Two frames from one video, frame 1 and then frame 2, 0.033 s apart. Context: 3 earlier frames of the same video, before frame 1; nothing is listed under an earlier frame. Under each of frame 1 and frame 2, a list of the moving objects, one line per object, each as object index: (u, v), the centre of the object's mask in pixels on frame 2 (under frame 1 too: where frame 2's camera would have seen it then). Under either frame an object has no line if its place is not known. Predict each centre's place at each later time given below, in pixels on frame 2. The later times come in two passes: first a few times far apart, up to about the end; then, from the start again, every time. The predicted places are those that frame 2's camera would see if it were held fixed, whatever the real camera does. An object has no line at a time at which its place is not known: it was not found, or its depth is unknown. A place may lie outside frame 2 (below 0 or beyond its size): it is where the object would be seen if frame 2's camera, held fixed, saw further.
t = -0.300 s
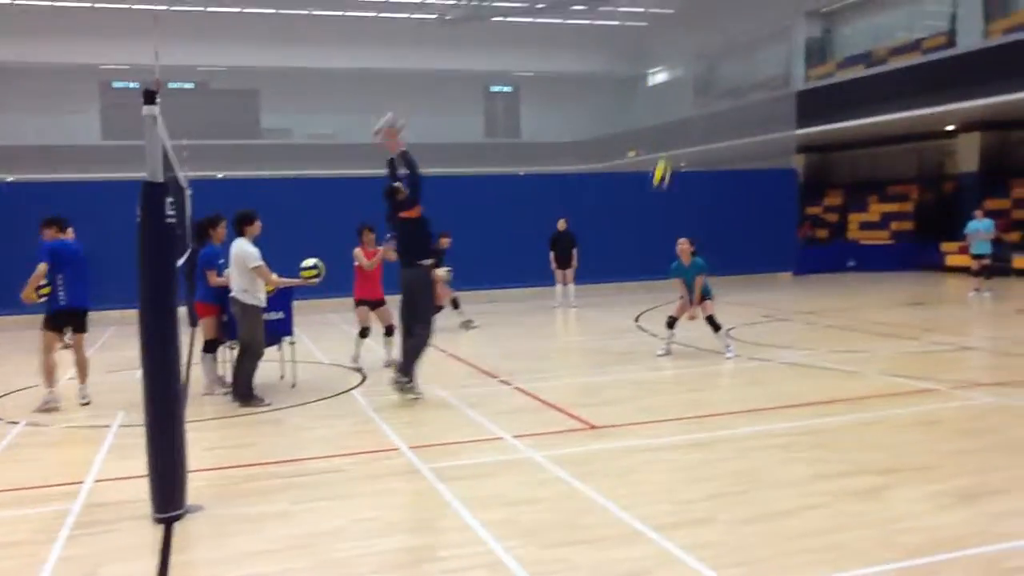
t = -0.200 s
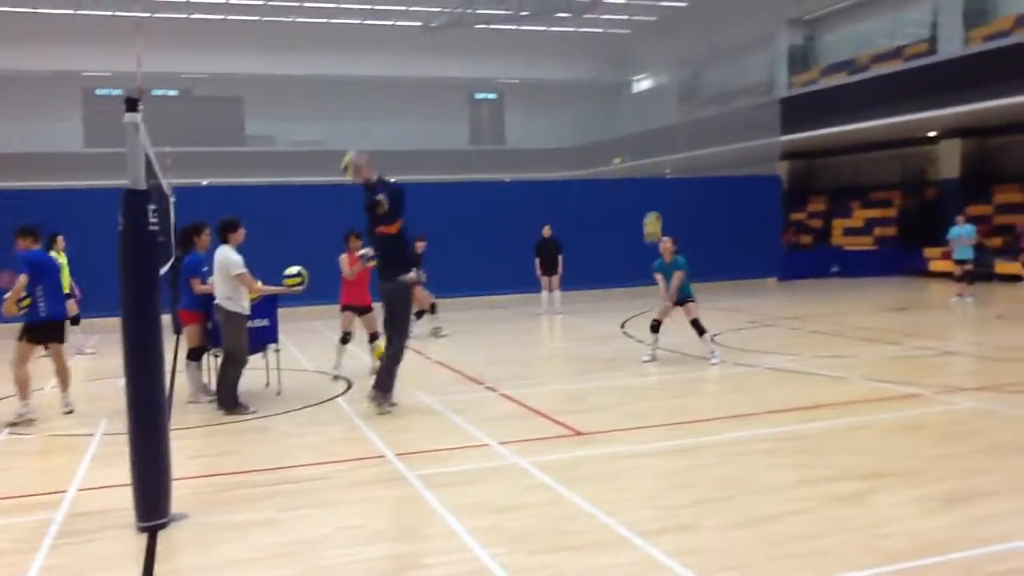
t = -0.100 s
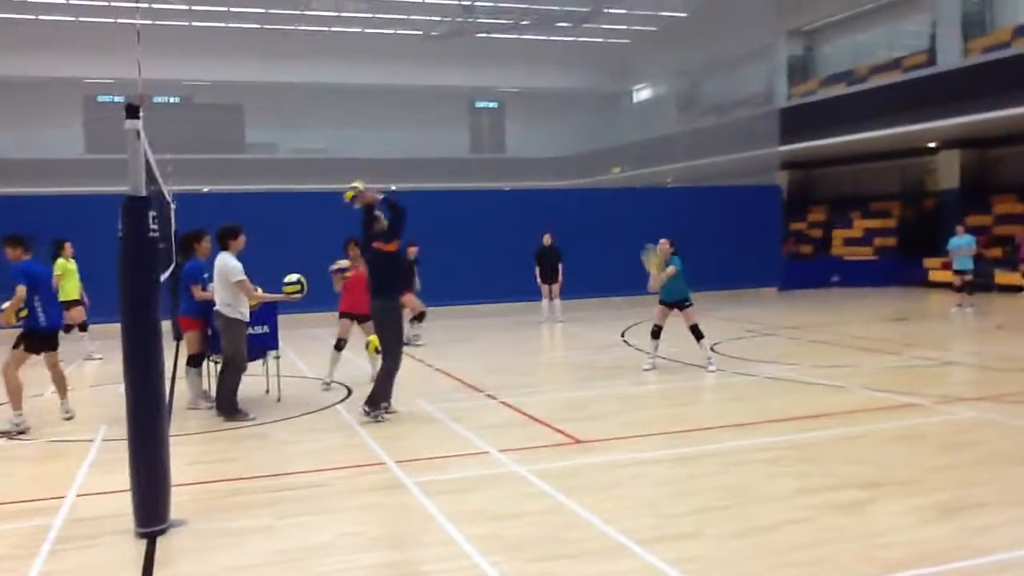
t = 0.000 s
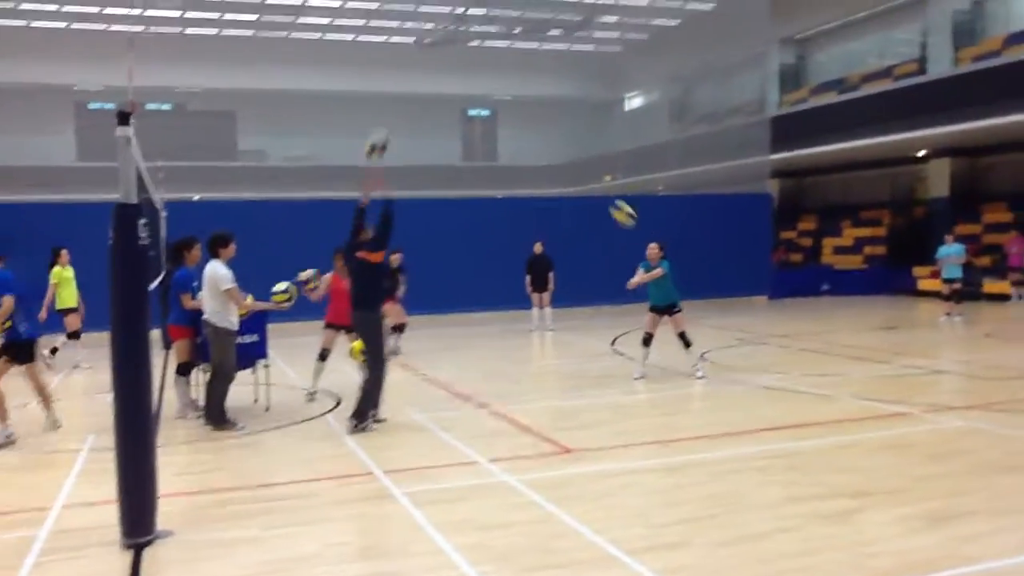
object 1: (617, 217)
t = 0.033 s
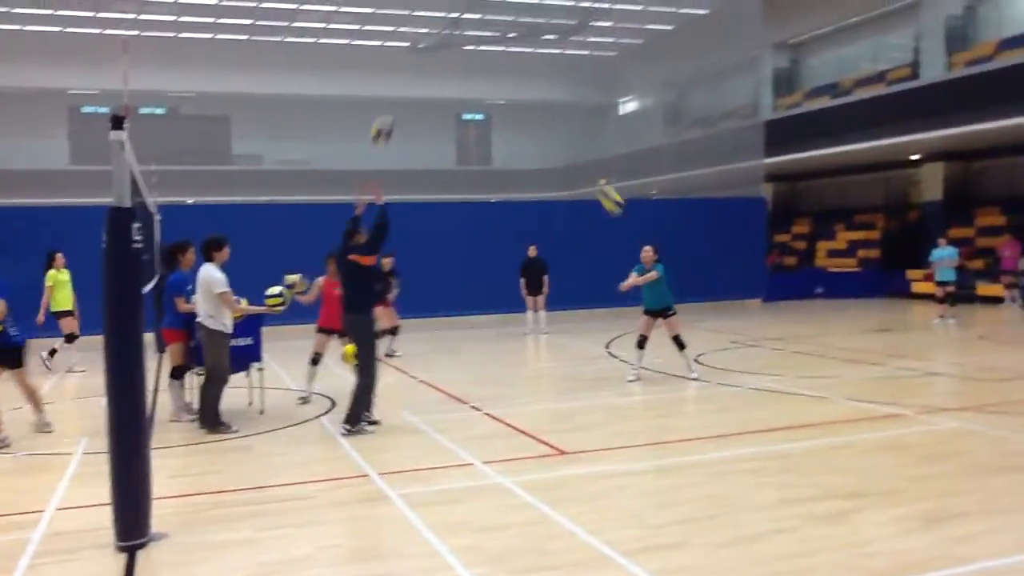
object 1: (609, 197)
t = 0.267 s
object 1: (562, 109)
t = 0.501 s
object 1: (514, 61)
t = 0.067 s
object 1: (604, 183)
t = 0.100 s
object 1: (598, 170)
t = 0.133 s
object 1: (589, 152)
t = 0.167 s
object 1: (583, 141)
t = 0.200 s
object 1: (576, 129)
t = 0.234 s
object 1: (569, 119)
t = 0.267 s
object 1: (562, 109)
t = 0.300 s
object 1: (554, 100)
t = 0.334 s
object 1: (548, 91)
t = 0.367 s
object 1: (541, 82)
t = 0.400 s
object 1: (535, 75)
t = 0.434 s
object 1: (527, 68)
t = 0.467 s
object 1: (521, 63)
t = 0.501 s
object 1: (514, 61)
